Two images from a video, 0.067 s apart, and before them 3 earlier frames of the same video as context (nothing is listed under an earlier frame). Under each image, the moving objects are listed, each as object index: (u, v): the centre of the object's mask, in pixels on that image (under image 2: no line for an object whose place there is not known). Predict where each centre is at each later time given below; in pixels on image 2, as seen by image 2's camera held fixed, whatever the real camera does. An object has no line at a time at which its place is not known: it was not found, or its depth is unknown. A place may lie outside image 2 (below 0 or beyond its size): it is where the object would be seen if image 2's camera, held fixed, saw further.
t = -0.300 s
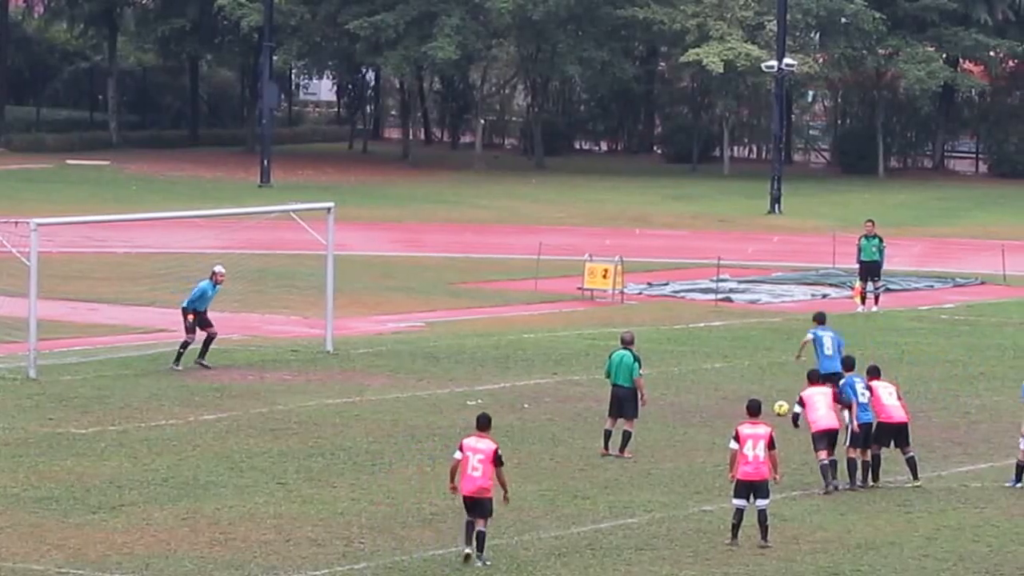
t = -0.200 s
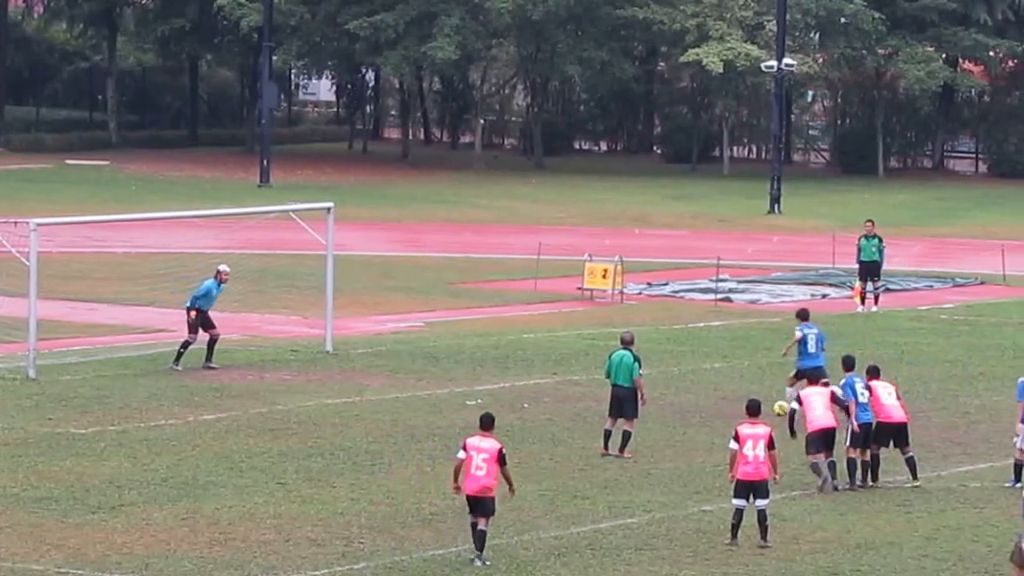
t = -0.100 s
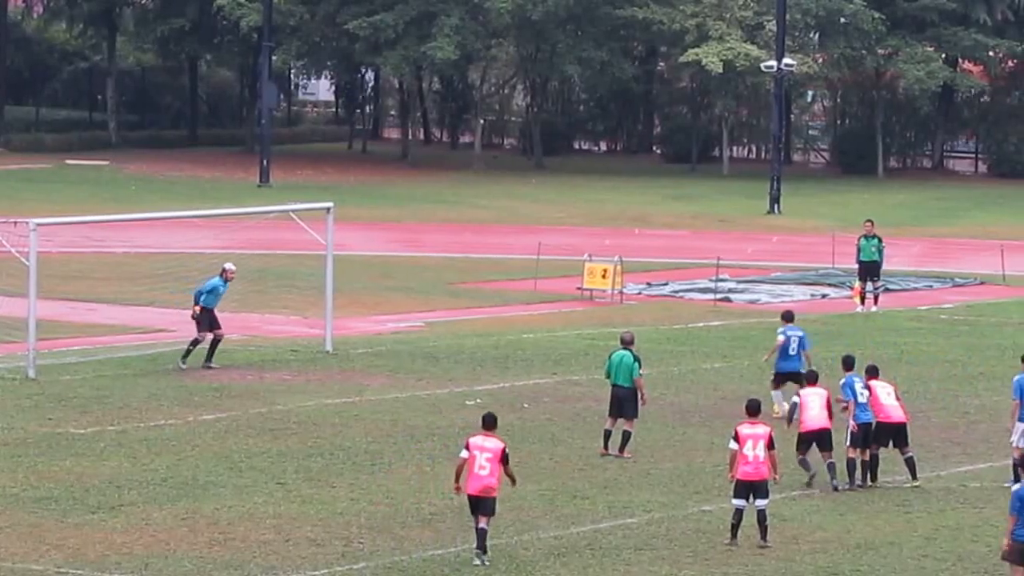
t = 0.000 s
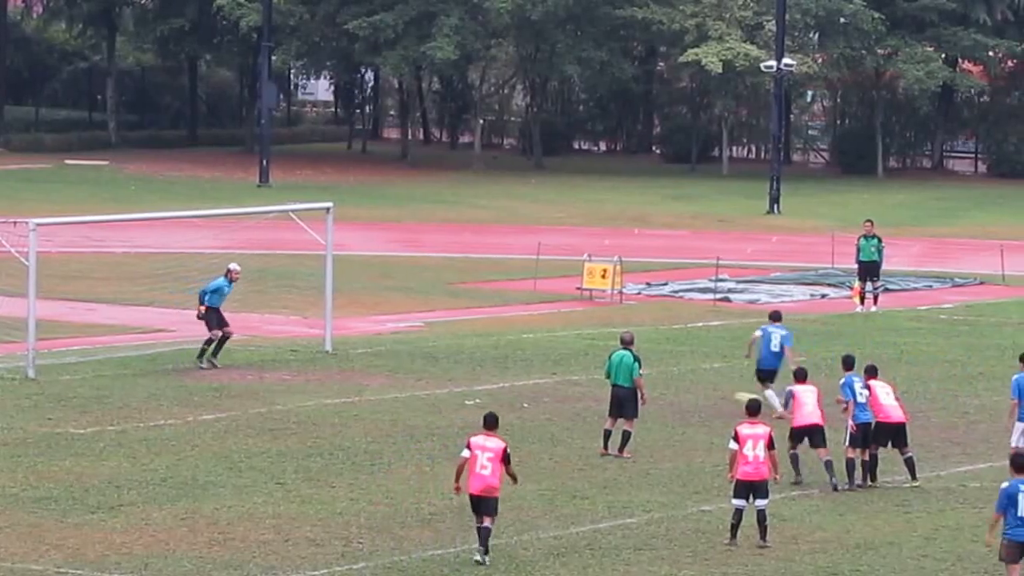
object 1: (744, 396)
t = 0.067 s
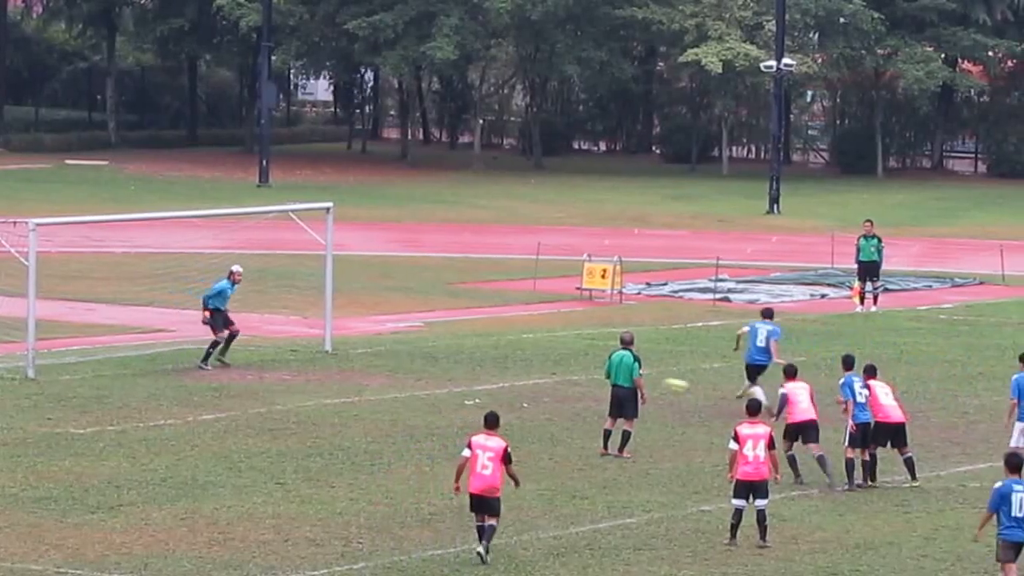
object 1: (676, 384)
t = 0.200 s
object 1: (537, 369)
